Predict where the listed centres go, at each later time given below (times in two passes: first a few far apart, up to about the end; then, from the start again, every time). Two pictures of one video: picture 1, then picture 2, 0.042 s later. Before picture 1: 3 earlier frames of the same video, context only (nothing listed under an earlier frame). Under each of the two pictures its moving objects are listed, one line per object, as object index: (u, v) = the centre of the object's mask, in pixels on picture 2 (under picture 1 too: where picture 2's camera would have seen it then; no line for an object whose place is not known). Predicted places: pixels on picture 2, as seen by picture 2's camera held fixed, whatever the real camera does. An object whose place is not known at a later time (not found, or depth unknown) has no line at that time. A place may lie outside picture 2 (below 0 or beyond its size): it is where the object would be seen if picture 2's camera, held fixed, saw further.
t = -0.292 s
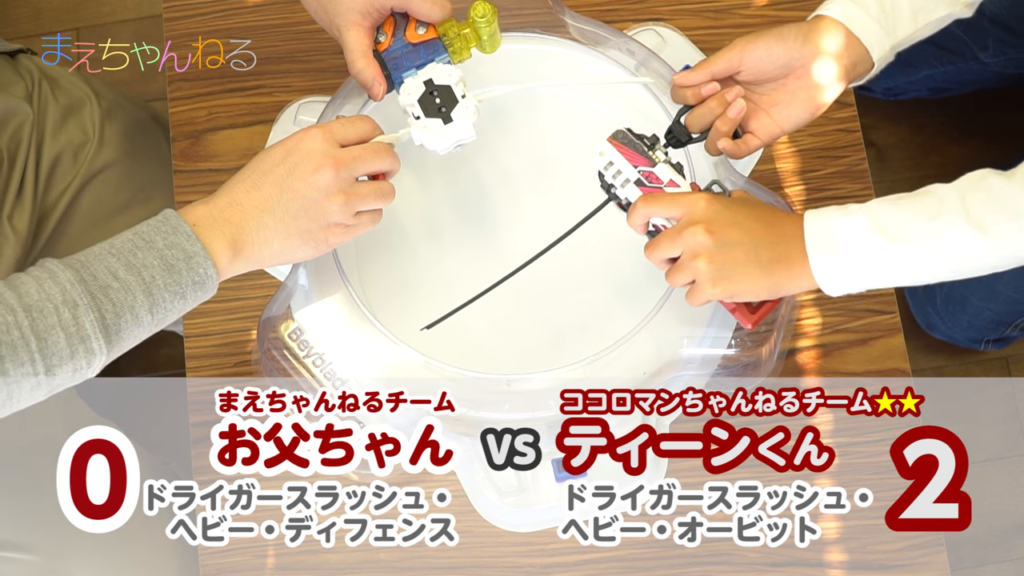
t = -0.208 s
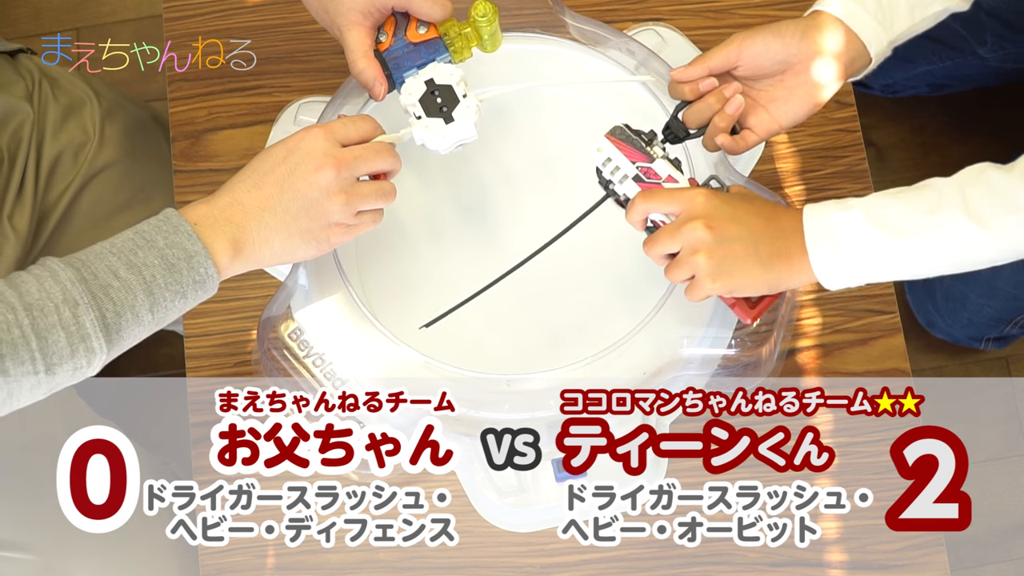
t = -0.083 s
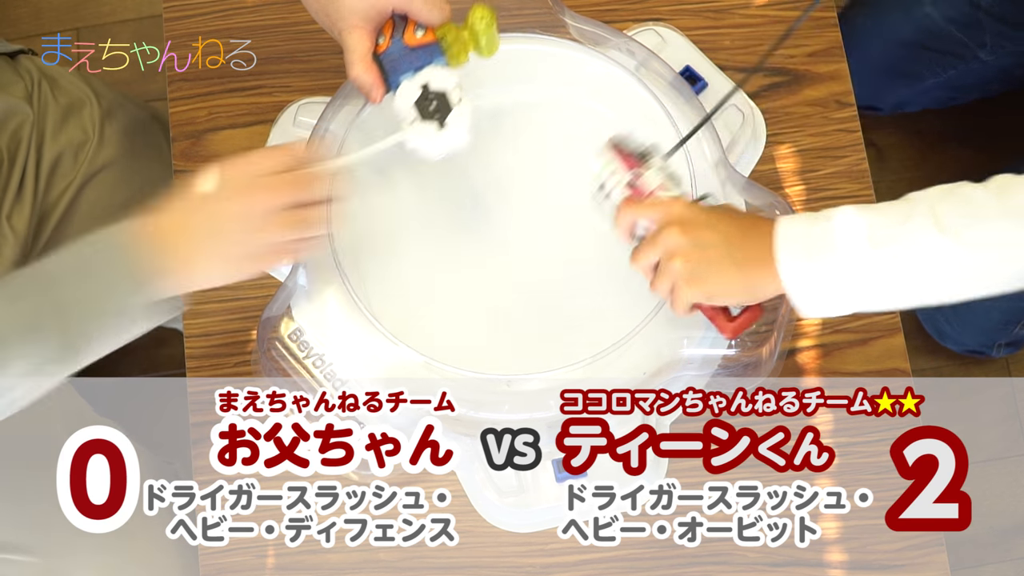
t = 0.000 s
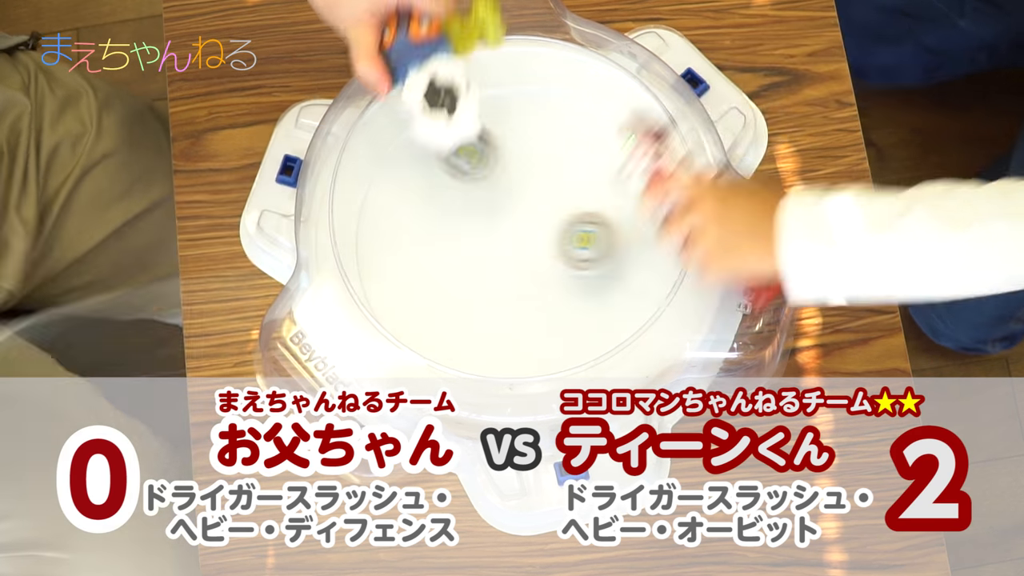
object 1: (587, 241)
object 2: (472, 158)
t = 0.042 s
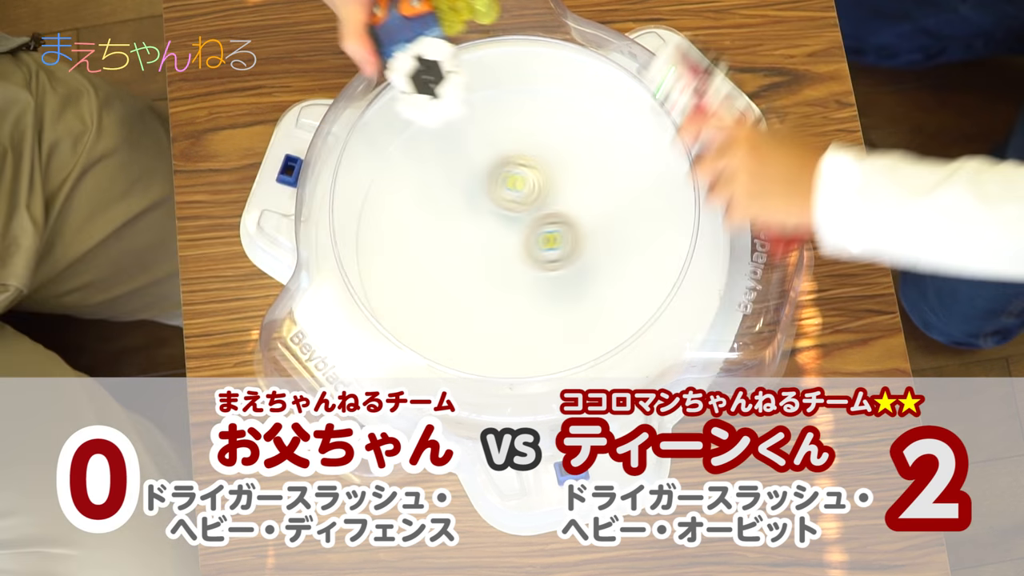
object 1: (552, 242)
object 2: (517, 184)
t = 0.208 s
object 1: (435, 273)
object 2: (660, 260)
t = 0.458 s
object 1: (406, 287)
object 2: (686, 287)
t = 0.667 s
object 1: (507, 294)
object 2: (621, 254)
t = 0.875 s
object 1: (572, 298)
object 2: (534, 239)
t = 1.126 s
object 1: (547, 260)
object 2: (478, 294)
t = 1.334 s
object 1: (470, 271)
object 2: (494, 351)
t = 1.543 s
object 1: (444, 323)
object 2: (533, 359)
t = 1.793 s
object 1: (499, 353)
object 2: (566, 315)
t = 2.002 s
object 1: (501, 331)
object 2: (562, 212)
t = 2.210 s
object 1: (475, 291)
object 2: (499, 154)
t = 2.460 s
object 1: (431, 249)
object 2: (416, 164)
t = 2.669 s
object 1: (400, 272)
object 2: (414, 162)
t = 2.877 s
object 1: (430, 303)
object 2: (444, 141)
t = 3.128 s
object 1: (481, 238)
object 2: (467, 138)
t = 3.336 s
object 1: (472, 204)
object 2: (506, 119)
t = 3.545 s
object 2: (543, 116)
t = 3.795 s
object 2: (586, 138)
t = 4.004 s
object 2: (608, 168)
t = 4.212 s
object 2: (619, 204)
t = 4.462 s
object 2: (630, 238)
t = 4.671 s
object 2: (611, 262)
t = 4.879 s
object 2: (582, 287)
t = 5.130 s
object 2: (532, 313)
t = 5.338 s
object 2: (488, 316)
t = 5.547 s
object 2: (457, 305)
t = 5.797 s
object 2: (438, 275)
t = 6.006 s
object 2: (439, 239)
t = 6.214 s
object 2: (446, 206)
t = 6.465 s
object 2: (464, 183)
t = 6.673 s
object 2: (494, 166)
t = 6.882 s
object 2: (529, 160)
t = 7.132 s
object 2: (565, 178)
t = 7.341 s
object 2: (578, 203)
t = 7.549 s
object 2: (575, 229)
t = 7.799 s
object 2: (566, 264)
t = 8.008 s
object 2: (553, 279)
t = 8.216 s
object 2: (543, 296)
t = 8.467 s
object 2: (522, 286)
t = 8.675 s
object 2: (501, 276)
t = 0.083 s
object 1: (519, 249)
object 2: (558, 199)
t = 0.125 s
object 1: (486, 264)
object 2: (598, 222)
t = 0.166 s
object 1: (460, 267)
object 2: (643, 249)
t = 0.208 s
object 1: (435, 273)
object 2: (660, 260)
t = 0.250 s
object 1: (416, 278)
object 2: (682, 278)
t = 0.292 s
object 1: (401, 283)
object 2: (694, 288)
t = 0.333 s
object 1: (392, 286)
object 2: (702, 292)
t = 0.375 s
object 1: (391, 287)
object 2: (699, 291)
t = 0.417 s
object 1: (395, 287)
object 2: (693, 290)
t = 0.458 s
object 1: (406, 287)
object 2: (686, 287)
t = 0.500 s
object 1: (422, 287)
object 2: (679, 282)
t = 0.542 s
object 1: (442, 288)
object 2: (667, 277)
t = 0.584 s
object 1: (464, 289)
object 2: (653, 269)
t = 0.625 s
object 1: (486, 291)
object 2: (639, 263)
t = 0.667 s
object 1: (507, 294)
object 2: (621, 254)
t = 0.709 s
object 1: (526, 296)
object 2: (605, 248)
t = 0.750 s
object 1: (542, 299)
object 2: (587, 243)
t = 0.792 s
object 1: (555, 301)
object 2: (568, 239)
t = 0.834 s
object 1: (565, 301)
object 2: (551, 238)
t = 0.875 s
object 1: (572, 298)
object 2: (534, 239)
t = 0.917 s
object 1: (578, 292)
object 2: (518, 243)
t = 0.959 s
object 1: (579, 284)
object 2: (505, 249)
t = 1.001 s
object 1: (576, 275)
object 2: (494, 259)
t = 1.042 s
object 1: (570, 269)
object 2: (486, 270)
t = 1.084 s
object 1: (560, 264)
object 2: (481, 283)
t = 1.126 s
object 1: (547, 260)
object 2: (478, 294)
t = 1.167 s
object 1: (532, 259)
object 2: (477, 307)
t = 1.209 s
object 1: (517, 259)
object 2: (478, 321)
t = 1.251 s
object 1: (501, 261)
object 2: (481, 333)
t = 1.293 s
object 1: (484, 265)
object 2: (487, 344)
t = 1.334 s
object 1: (470, 271)
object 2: (494, 351)
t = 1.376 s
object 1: (458, 279)
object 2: (503, 356)
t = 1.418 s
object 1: (448, 289)
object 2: (511, 359)
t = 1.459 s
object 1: (443, 300)
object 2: (518, 360)
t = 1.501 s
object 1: (442, 311)
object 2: (526, 360)
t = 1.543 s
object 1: (444, 323)
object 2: (533, 359)
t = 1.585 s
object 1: (451, 335)
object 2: (540, 356)
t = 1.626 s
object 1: (460, 342)
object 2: (546, 352)
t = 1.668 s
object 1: (473, 349)
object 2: (550, 347)
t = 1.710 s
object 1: (486, 353)
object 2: (553, 341)
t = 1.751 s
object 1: (491, 354)
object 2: (562, 327)
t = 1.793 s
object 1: (499, 353)
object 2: (566, 315)
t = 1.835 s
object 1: (510, 349)
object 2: (564, 302)
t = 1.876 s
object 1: (519, 339)
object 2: (559, 289)
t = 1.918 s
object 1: (515, 337)
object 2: (560, 264)
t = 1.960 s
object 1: (507, 336)
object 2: (564, 236)
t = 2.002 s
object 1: (501, 331)
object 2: (562, 212)
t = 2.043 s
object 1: (497, 325)
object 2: (556, 192)
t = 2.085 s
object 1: (492, 317)
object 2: (547, 177)
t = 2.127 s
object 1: (488, 309)
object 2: (533, 166)
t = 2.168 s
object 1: (482, 300)
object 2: (517, 159)
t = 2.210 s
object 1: (475, 291)
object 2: (499, 154)
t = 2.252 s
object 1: (466, 282)
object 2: (482, 152)
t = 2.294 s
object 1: (458, 273)
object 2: (465, 151)
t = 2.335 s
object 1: (449, 266)
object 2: (450, 153)
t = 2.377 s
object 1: (442, 260)
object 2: (437, 156)
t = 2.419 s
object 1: (436, 254)
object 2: (426, 160)
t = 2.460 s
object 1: (431, 249)
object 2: (416, 164)
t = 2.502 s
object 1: (426, 245)
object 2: (409, 170)
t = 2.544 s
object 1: (422, 242)
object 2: (403, 176)
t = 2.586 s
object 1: (416, 242)
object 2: (400, 183)
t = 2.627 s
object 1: (408, 251)
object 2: (406, 176)
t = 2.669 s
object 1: (400, 272)
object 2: (414, 162)
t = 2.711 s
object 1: (398, 290)
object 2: (423, 153)
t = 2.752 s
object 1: (402, 299)
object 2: (430, 147)
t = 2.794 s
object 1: (409, 304)
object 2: (435, 144)
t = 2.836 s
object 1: (419, 305)
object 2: (440, 142)
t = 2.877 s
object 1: (430, 303)
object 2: (444, 141)
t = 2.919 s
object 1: (441, 298)
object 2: (447, 139)
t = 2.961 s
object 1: (453, 290)
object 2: (451, 138)
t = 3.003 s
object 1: (463, 280)
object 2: (455, 138)
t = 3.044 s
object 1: (471, 268)
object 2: (458, 137)
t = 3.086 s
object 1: (478, 253)
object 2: (463, 137)
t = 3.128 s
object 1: (481, 238)
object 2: (467, 138)
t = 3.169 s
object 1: (483, 223)
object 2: (472, 139)
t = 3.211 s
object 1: (483, 207)
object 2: (478, 140)
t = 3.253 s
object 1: (478, 205)
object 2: (488, 131)
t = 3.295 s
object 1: (474, 205)
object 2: (497, 123)
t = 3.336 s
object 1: (472, 204)
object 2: (506, 119)
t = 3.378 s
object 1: (470, 203)
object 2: (513, 116)
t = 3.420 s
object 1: (468, 201)
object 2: (520, 115)
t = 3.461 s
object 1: (465, 200)
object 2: (528, 114)
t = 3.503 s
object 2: (535, 115)
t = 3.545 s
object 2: (543, 116)
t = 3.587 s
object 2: (550, 118)
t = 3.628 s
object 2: (558, 121)
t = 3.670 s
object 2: (566, 124)
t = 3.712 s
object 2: (573, 128)
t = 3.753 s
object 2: (579, 133)
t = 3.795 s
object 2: (586, 138)
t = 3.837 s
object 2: (591, 144)
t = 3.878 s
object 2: (596, 150)
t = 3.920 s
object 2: (601, 156)
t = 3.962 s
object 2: (604, 162)
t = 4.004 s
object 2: (608, 168)
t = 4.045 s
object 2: (611, 175)
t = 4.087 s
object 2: (614, 182)
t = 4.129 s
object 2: (616, 189)
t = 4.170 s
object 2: (617, 196)
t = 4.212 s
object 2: (619, 204)
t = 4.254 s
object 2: (625, 212)
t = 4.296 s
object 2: (629, 218)
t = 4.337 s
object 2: (630, 223)
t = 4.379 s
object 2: (630, 228)
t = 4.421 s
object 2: (630, 232)
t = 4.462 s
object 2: (630, 238)
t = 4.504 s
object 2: (628, 243)
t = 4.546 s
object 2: (625, 248)
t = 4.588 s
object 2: (621, 253)
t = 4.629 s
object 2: (617, 258)
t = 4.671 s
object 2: (611, 262)
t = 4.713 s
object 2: (605, 266)
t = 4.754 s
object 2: (598, 270)
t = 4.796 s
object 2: (590, 273)
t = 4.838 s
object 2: (586, 281)
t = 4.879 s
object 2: (582, 287)
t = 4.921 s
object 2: (576, 293)
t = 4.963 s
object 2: (568, 299)
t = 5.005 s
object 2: (560, 303)
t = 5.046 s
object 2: (552, 307)
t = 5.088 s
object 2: (542, 310)
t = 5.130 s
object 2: (532, 313)
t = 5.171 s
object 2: (523, 315)
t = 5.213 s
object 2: (514, 316)
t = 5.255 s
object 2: (506, 317)
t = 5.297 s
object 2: (497, 317)
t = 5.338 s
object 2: (488, 316)
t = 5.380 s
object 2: (481, 316)
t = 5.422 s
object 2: (474, 314)
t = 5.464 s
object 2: (468, 312)
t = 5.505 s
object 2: (462, 309)
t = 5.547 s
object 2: (457, 305)
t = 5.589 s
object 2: (452, 301)
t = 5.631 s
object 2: (448, 296)
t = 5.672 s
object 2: (444, 291)
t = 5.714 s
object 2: (442, 286)
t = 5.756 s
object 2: (439, 280)
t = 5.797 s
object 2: (438, 275)
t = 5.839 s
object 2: (437, 267)
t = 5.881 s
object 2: (437, 260)
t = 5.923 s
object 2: (437, 253)
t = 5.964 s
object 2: (438, 247)
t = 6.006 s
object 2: (439, 239)
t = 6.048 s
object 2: (440, 232)
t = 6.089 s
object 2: (441, 225)
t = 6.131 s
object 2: (442, 218)
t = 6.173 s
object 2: (444, 212)
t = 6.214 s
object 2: (446, 206)
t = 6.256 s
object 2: (448, 202)
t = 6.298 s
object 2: (450, 197)
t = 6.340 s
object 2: (452, 194)
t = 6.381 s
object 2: (455, 190)
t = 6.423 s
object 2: (459, 187)
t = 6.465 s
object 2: (464, 183)
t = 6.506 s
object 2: (469, 179)
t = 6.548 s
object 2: (475, 175)
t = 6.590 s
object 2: (482, 171)
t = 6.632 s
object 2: (488, 168)
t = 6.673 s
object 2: (494, 166)
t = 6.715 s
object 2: (502, 163)
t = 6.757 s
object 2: (508, 161)
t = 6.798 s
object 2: (514, 160)
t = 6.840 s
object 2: (521, 160)
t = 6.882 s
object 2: (529, 160)
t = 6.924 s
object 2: (535, 162)
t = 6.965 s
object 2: (542, 164)
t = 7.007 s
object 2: (548, 167)
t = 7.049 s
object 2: (554, 171)
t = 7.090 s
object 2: (560, 174)
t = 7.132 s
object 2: (565, 178)
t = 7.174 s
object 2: (569, 182)
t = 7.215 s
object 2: (572, 187)
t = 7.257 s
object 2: (575, 192)
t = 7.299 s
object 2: (577, 198)
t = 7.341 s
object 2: (578, 203)
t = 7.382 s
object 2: (579, 208)
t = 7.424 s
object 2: (578, 212)
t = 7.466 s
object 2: (578, 217)
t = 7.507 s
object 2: (577, 223)
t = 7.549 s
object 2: (575, 229)
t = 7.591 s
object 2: (573, 235)
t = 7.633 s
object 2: (571, 240)
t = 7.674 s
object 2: (568, 246)
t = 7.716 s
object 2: (567, 253)
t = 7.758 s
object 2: (567, 259)
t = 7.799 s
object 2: (566, 264)
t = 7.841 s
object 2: (564, 268)
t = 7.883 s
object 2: (562, 272)
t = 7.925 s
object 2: (559, 275)
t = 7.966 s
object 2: (556, 278)
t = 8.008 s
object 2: (553, 279)
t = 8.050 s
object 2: (552, 285)
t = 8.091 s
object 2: (550, 291)
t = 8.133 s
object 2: (548, 294)
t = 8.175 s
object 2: (546, 296)
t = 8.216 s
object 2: (543, 296)
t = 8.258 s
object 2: (541, 296)
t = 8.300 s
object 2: (537, 295)
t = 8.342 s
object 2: (533, 293)
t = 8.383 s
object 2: (530, 290)
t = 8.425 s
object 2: (526, 288)
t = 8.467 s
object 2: (522, 286)
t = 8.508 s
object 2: (518, 284)
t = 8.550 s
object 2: (515, 286)
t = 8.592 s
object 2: (511, 284)
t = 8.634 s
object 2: (506, 281)
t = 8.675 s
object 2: (501, 276)
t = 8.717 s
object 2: (496, 276)
